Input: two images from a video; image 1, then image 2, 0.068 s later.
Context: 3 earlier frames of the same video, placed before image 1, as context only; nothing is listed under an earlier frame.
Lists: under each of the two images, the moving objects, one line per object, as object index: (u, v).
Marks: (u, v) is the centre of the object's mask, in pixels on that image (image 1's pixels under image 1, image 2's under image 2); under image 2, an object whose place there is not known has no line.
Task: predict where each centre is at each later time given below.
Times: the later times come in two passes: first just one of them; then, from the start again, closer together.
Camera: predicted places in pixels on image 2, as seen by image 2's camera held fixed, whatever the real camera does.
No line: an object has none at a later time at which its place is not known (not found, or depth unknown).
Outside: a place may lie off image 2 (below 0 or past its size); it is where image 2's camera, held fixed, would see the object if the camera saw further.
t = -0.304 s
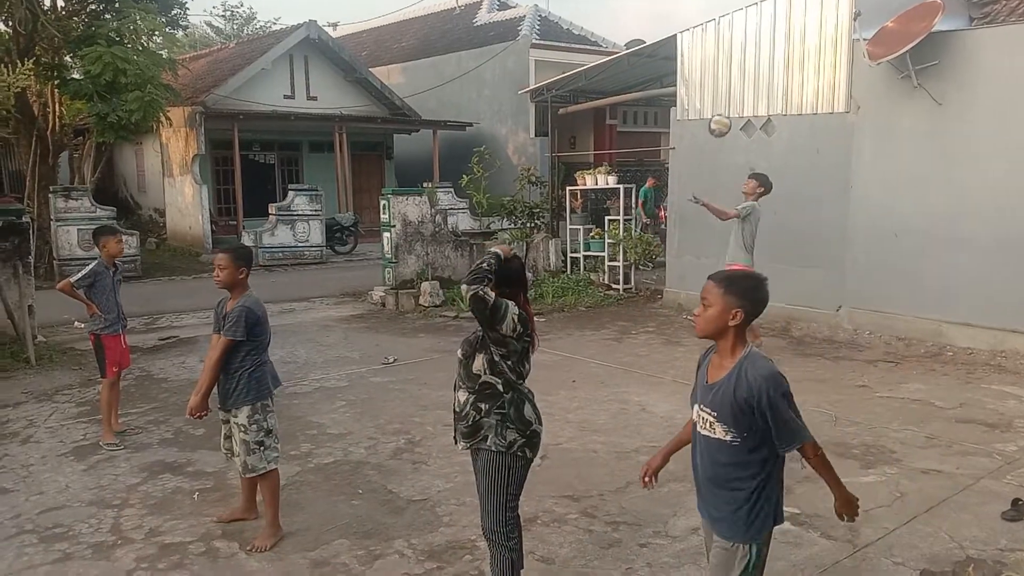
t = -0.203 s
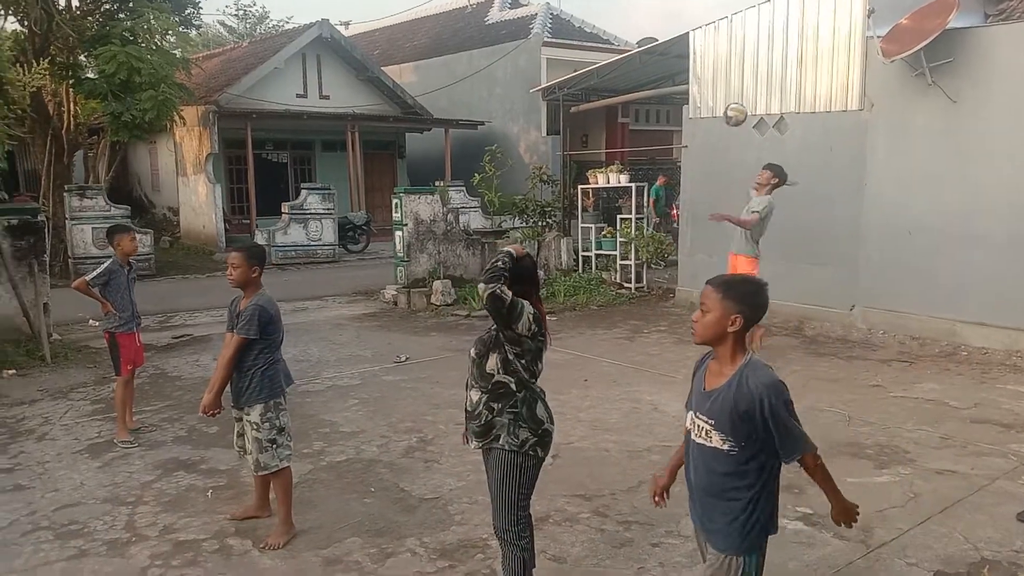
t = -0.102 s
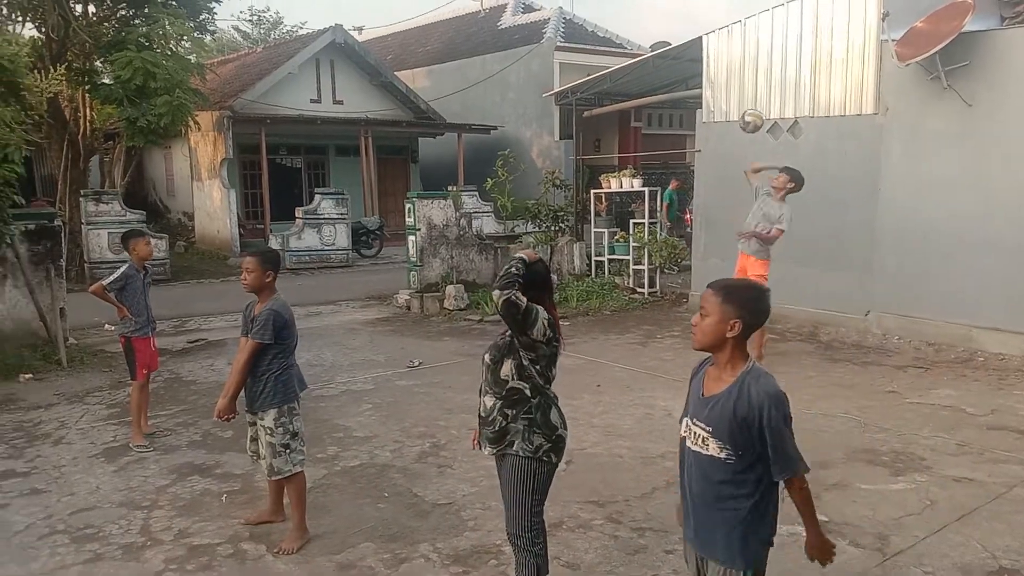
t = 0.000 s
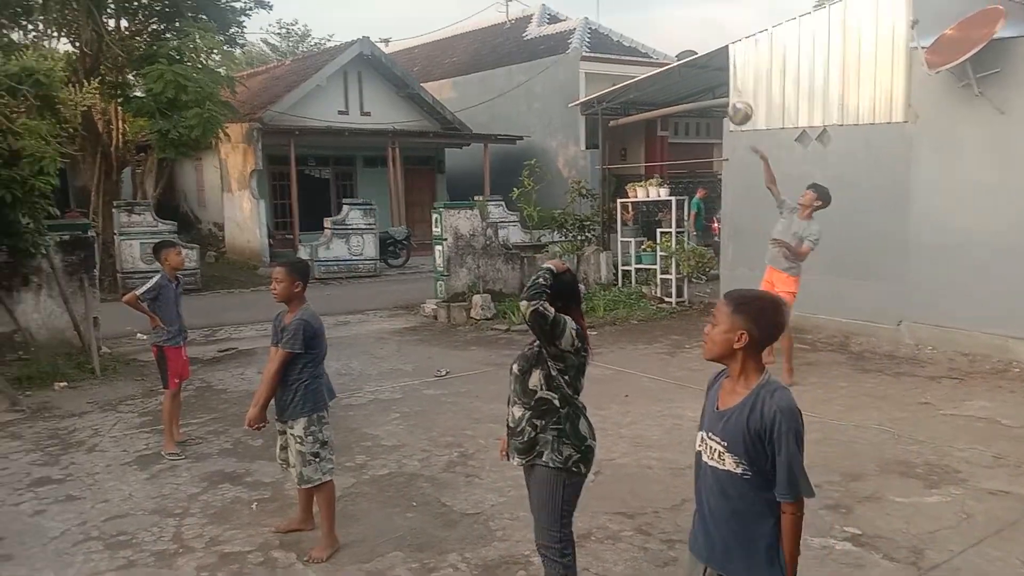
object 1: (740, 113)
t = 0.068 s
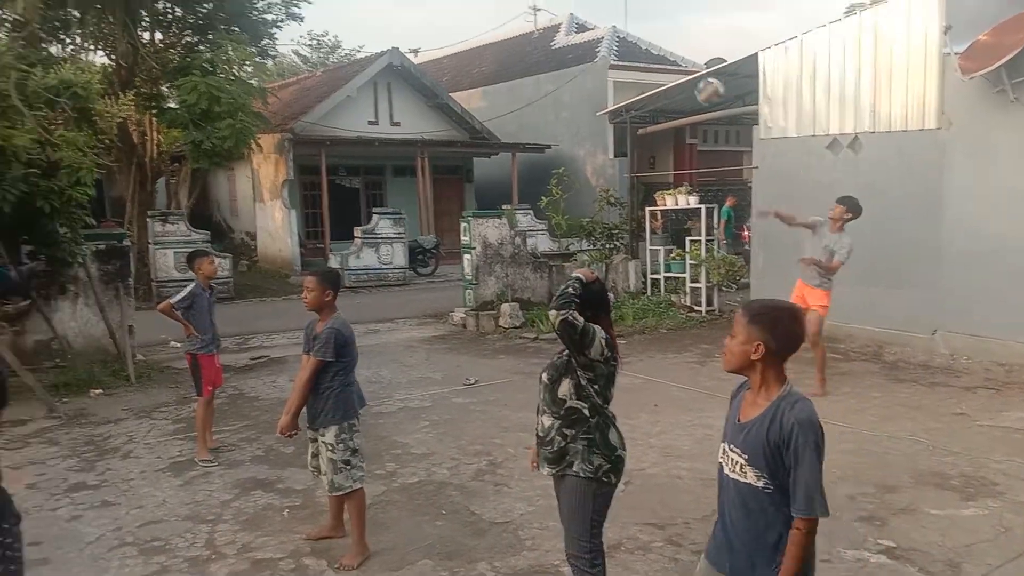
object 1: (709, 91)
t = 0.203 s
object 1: (572, 42)
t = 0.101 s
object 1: (679, 78)
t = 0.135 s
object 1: (645, 66)
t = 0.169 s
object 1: (610, 54)
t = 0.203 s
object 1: (572, 42)
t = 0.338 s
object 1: (400, 7)
